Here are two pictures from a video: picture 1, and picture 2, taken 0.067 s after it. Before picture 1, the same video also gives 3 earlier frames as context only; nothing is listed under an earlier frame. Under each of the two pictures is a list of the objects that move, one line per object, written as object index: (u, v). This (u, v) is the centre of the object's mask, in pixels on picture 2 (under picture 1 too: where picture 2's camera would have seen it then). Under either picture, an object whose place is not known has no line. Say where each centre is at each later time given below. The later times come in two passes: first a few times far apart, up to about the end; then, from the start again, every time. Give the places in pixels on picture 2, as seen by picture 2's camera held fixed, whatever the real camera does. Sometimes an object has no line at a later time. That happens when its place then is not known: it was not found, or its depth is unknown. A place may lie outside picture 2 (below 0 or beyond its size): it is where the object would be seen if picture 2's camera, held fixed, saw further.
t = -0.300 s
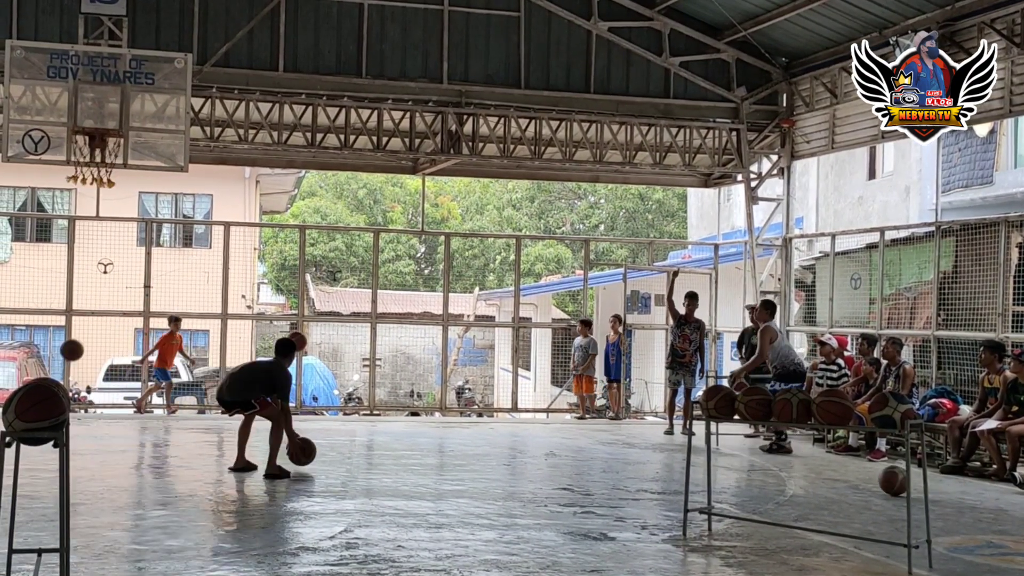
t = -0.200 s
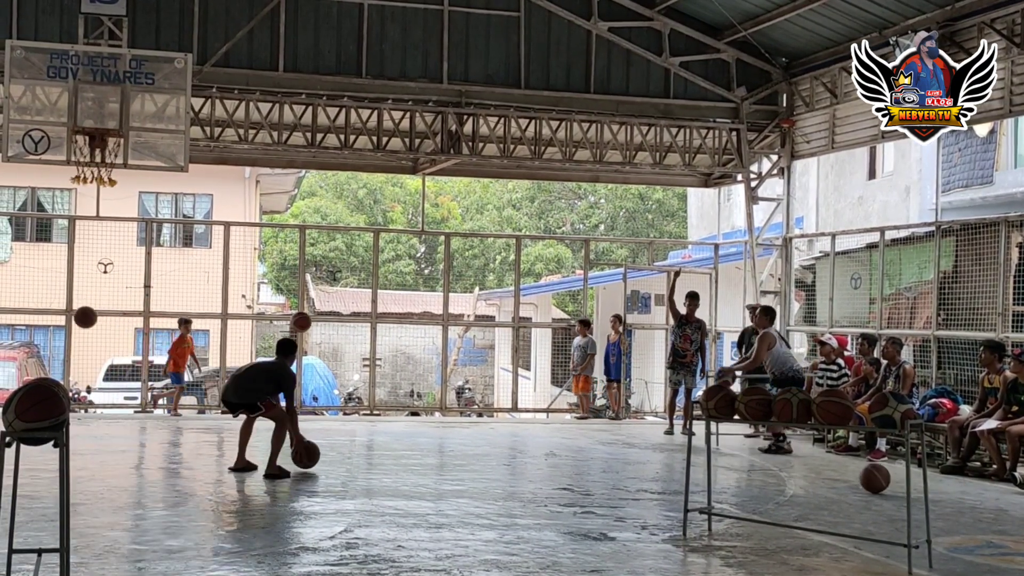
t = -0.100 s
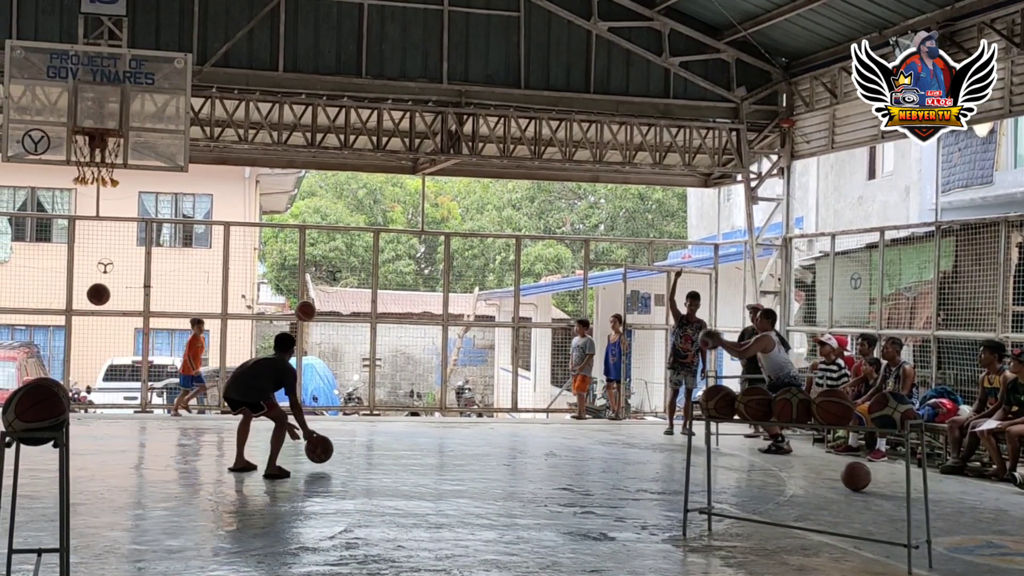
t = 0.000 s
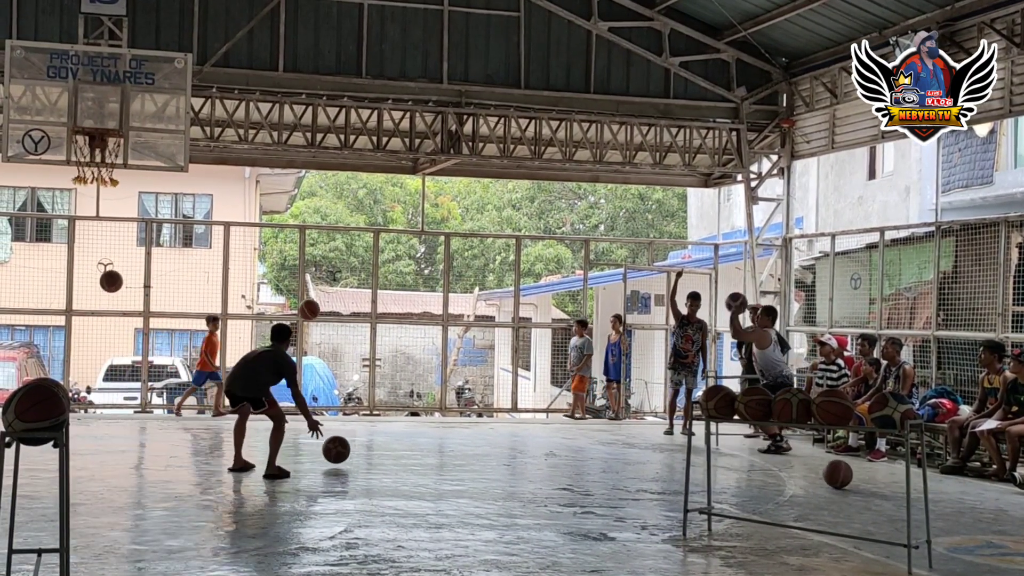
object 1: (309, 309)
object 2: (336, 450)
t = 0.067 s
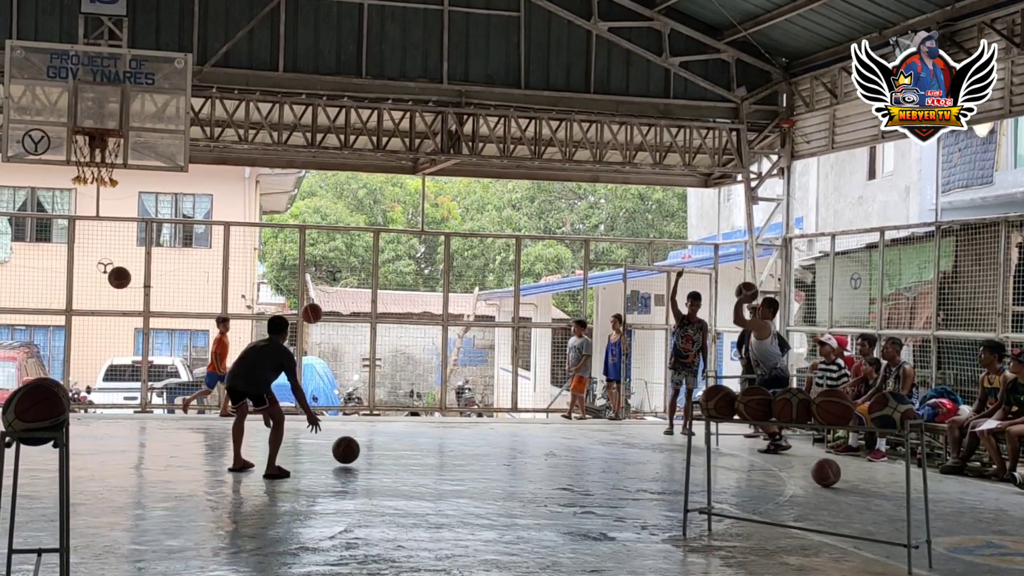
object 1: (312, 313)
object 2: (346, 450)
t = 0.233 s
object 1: (317, 339)
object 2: (365, 449)
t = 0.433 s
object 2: (386, 444)
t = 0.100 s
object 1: (314, 317)
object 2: (350, 447)
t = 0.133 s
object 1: (314, 321)
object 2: (354, 447)
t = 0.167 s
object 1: (316, 326)
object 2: (357, 446)
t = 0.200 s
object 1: (317, 332)
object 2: (361, 448)
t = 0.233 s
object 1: (317, 339)
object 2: (365, 449)
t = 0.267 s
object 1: (318, 347)
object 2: (368, 446)
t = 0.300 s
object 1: (320, 356)
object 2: (372, 445)
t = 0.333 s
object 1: (321, 366)
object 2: (375, 445)
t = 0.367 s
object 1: (322, 377)
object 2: (379, 446)
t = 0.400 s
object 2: (382, 447)
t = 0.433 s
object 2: (386, 444)
